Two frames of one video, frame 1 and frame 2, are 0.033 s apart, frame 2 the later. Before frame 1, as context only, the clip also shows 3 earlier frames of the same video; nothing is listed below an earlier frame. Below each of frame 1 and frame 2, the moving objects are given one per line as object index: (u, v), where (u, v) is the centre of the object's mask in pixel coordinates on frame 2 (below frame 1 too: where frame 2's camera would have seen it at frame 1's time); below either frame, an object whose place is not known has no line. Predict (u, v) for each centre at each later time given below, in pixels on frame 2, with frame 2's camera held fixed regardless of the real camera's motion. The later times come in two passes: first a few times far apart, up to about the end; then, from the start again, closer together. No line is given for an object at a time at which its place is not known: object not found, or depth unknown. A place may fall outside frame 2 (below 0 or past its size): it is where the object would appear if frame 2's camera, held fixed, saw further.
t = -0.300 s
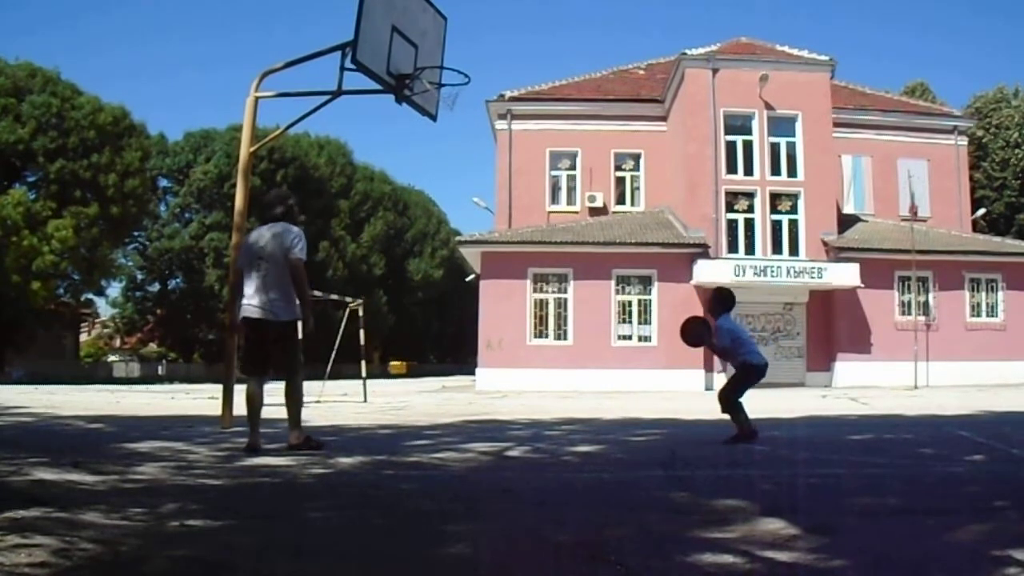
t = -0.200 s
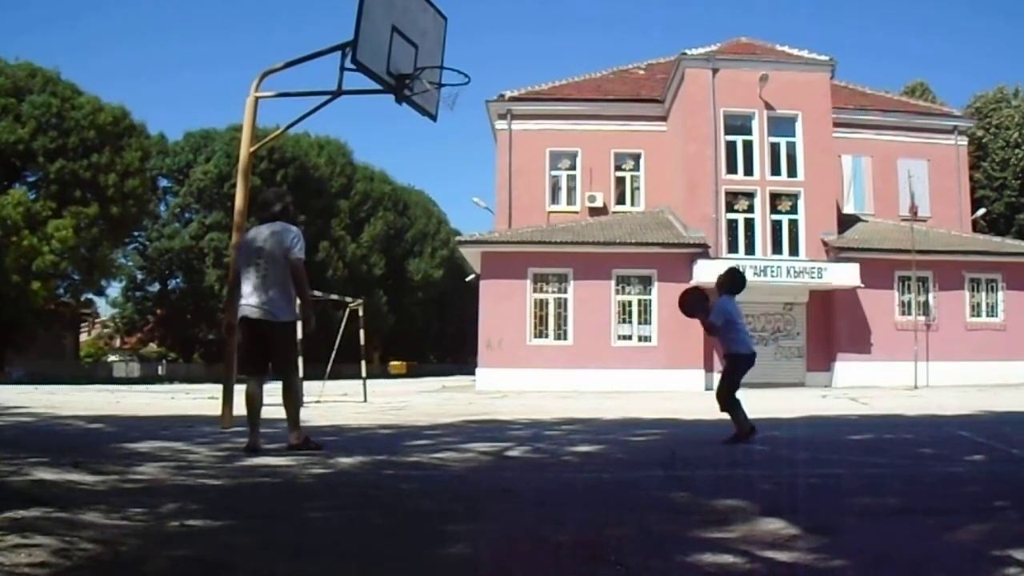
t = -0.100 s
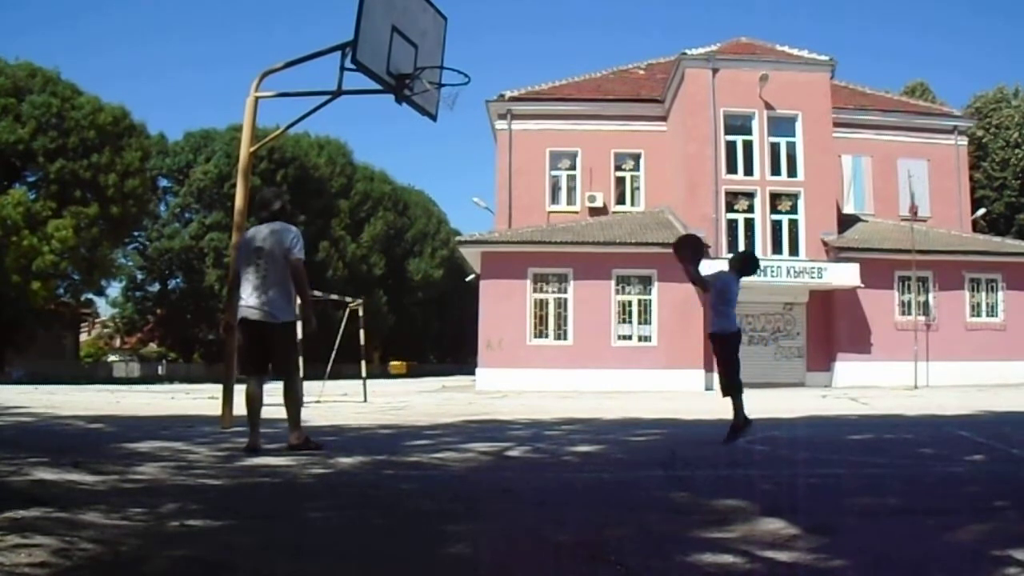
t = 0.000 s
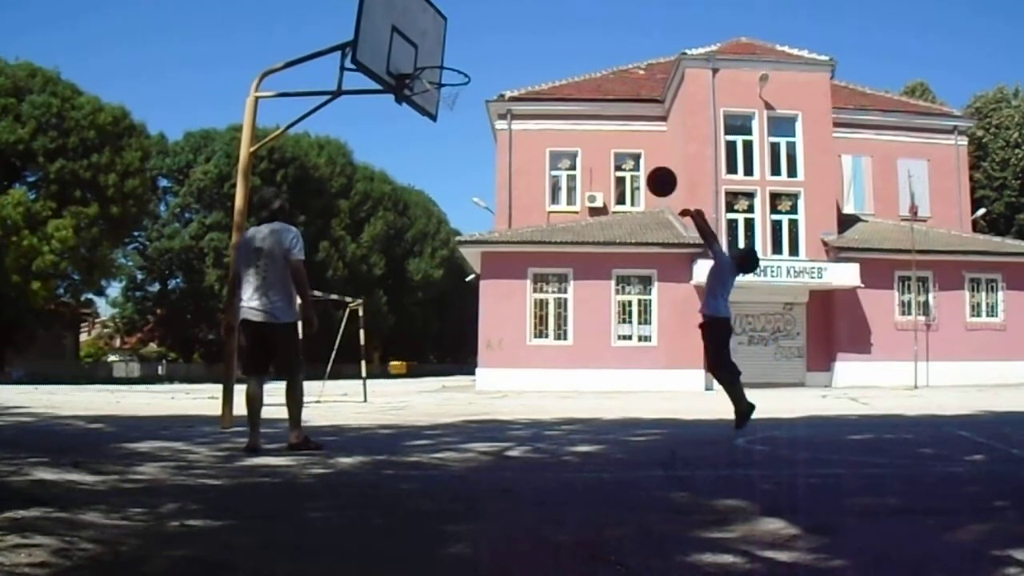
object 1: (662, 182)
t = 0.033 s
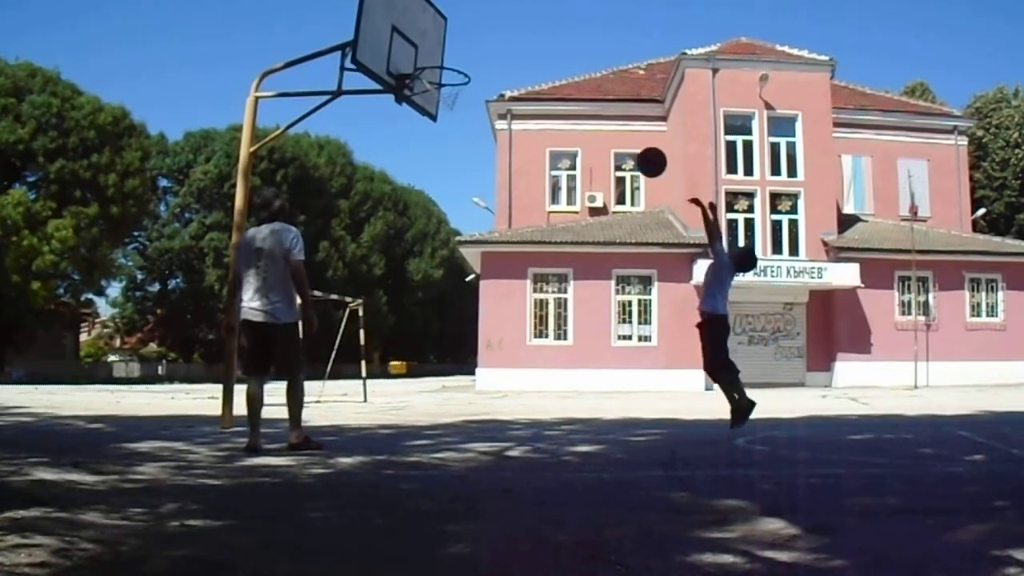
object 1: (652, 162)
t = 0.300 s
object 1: (576, 66)
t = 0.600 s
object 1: (499, 63)
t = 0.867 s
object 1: (531, 129)
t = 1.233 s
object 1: (626, 363)
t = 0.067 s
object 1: (641, 145)
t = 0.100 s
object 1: (632, 128)
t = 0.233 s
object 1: (594, 80)
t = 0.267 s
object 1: (585, 72)
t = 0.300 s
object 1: (576, 66)
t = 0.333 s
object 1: (567, 61)
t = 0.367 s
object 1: (559, 56)
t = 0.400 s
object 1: (550, 53)
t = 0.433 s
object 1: (541, 52)
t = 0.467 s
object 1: (533, 52)
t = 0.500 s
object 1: (524, 53)
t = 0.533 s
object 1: (516, 55)
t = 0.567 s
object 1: (507, 58)
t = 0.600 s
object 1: (499, 63)
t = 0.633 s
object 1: (491, 69)
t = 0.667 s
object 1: (483, 76)
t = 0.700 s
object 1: (490, 81)
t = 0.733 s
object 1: (498, 88)
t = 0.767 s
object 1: (506, 96)
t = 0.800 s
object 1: (514, 106)
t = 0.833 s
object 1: (523, 117)
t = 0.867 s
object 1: (531, 129)
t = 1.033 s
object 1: (574, 213)
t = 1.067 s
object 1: (582, 234)
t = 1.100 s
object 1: (591, 257)
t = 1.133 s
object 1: (600, 281)
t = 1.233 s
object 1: (626, 363)
